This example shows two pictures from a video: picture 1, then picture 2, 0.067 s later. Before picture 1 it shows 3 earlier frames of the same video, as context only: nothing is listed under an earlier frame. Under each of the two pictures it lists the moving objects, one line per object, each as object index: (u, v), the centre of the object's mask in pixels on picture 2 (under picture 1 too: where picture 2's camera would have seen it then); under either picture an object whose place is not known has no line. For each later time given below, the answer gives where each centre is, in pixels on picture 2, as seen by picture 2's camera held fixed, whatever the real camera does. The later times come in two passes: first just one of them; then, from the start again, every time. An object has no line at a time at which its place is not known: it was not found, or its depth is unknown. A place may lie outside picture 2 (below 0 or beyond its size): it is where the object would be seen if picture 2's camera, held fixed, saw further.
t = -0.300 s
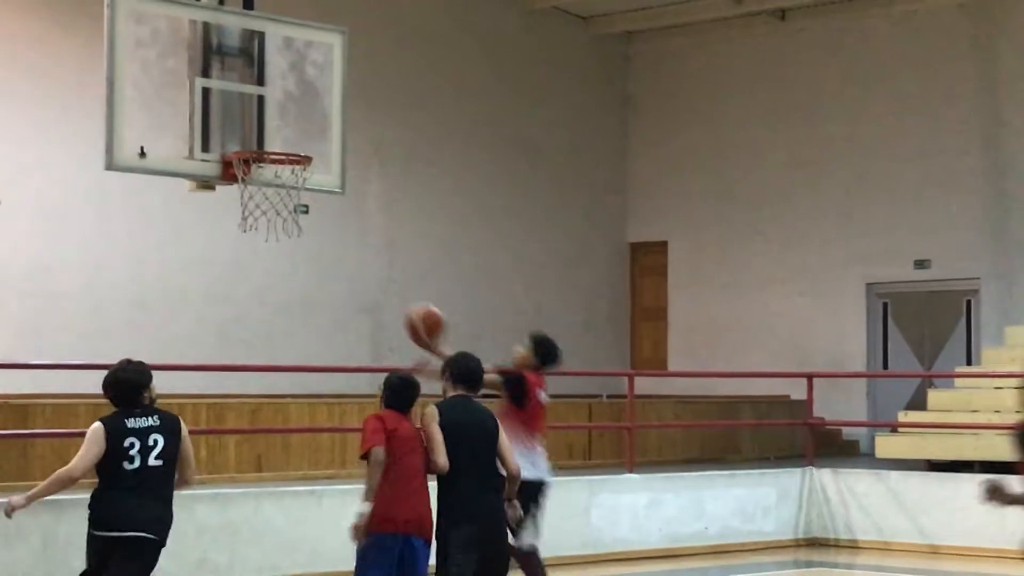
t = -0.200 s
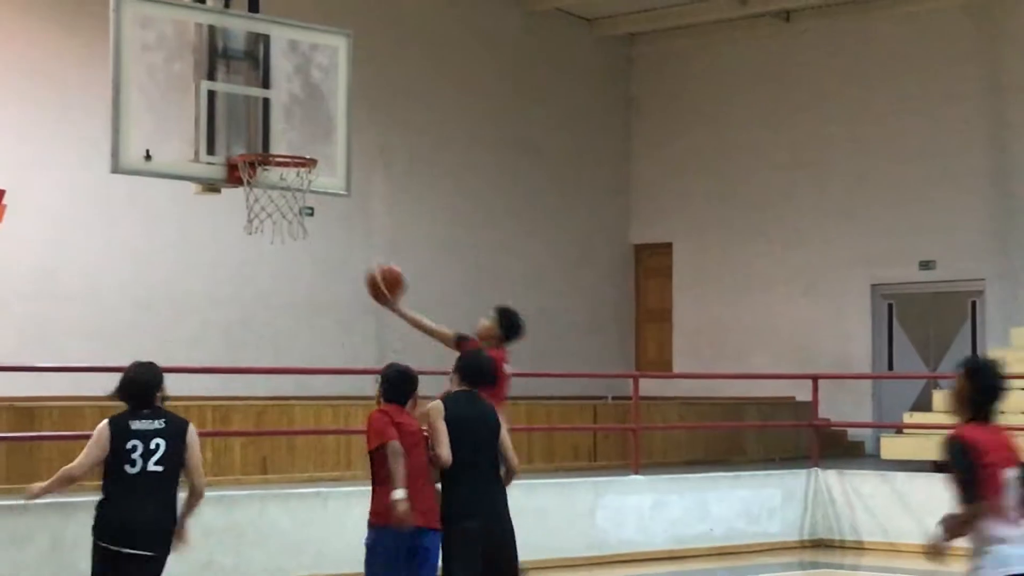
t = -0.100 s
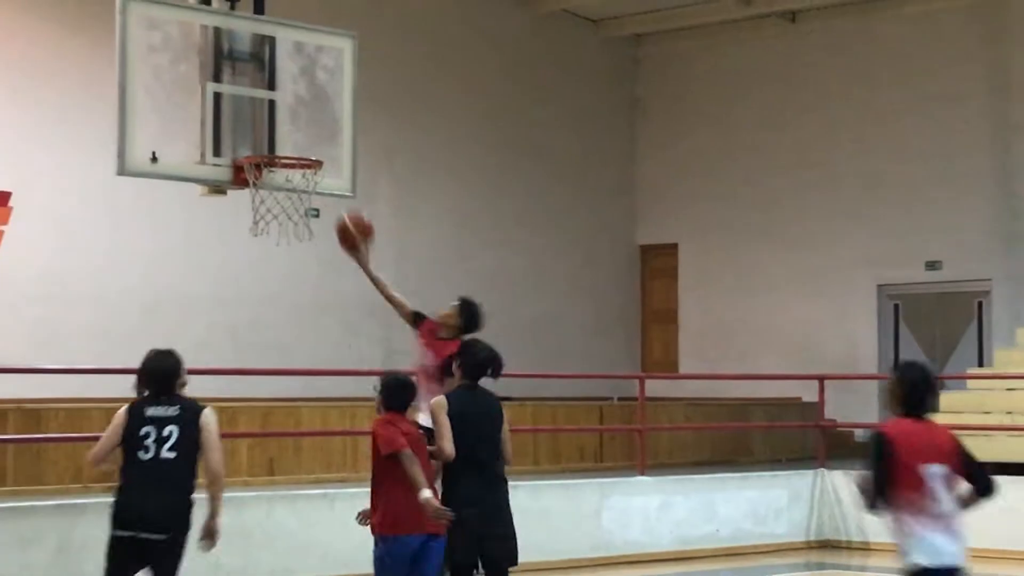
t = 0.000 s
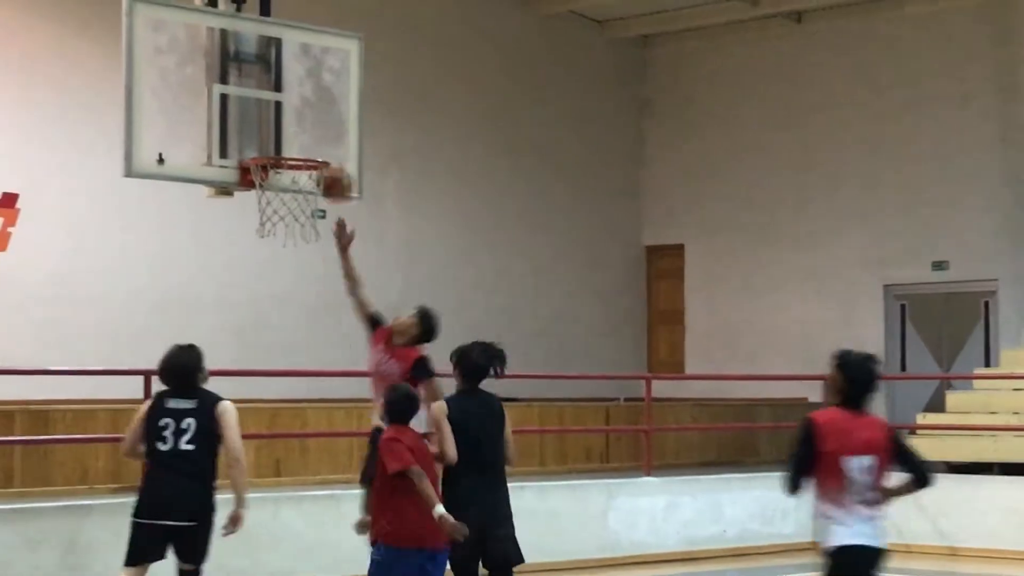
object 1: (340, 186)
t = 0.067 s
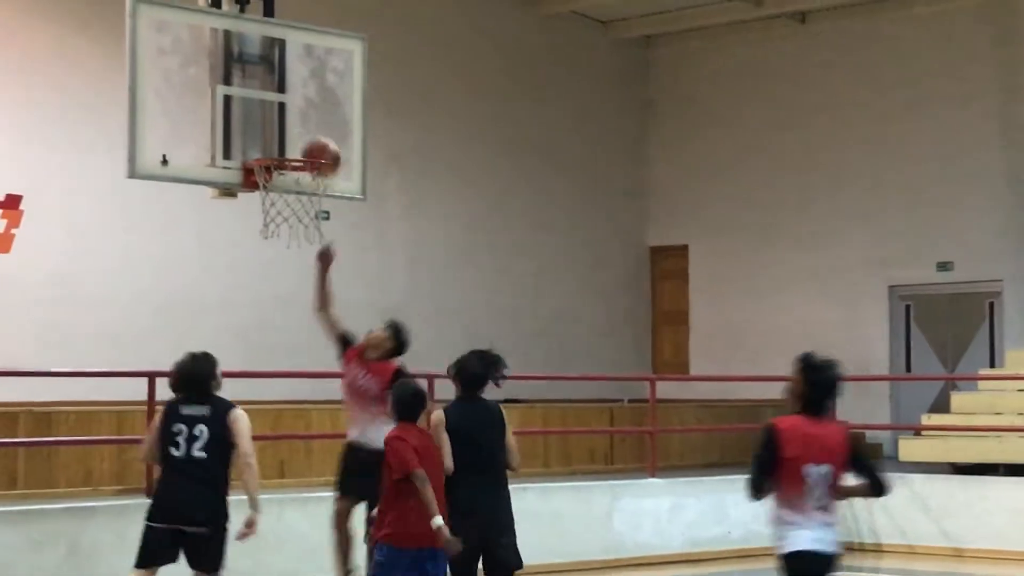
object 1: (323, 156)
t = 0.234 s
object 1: (292, 123)
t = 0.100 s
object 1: (313, 144)
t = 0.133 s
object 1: (305, 138)
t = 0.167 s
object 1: (295, 132)
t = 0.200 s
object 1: (293, 127)
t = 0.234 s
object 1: (292, 123)
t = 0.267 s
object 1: (291, 121)
